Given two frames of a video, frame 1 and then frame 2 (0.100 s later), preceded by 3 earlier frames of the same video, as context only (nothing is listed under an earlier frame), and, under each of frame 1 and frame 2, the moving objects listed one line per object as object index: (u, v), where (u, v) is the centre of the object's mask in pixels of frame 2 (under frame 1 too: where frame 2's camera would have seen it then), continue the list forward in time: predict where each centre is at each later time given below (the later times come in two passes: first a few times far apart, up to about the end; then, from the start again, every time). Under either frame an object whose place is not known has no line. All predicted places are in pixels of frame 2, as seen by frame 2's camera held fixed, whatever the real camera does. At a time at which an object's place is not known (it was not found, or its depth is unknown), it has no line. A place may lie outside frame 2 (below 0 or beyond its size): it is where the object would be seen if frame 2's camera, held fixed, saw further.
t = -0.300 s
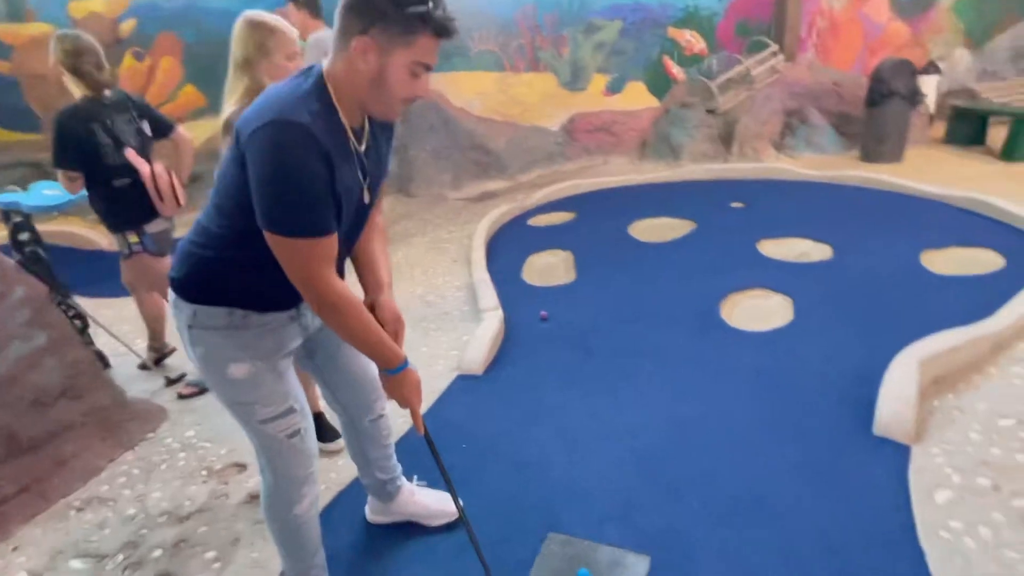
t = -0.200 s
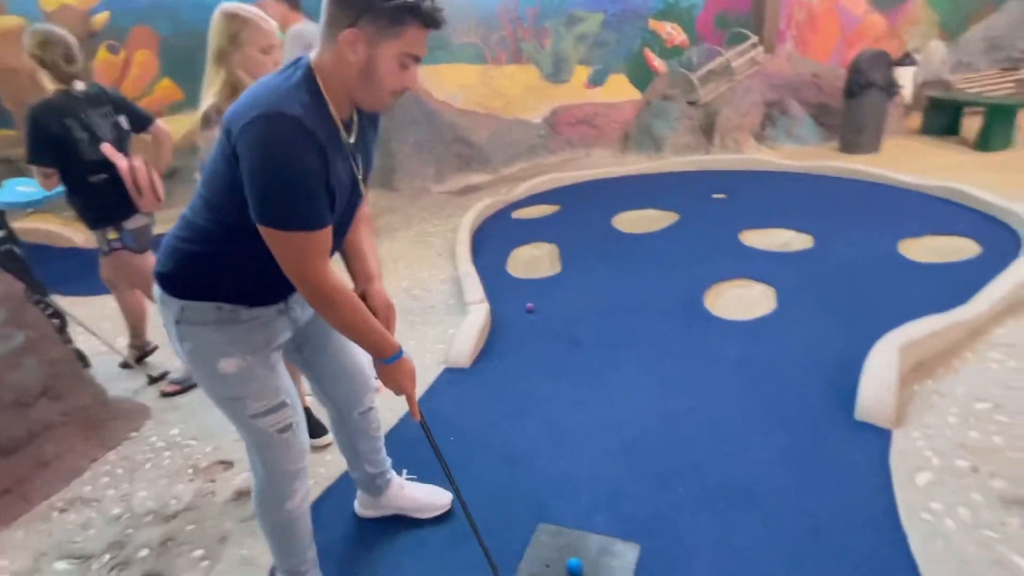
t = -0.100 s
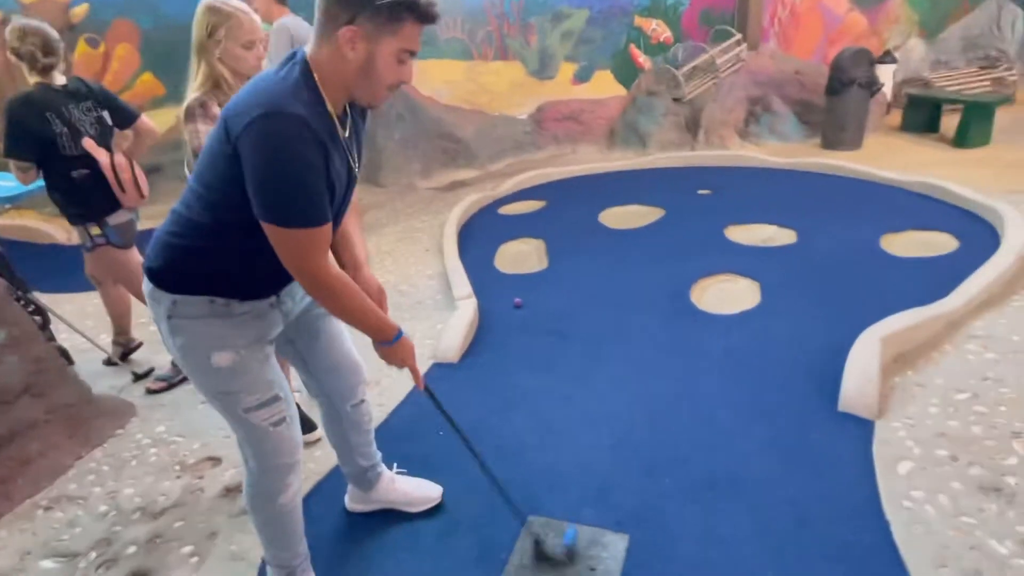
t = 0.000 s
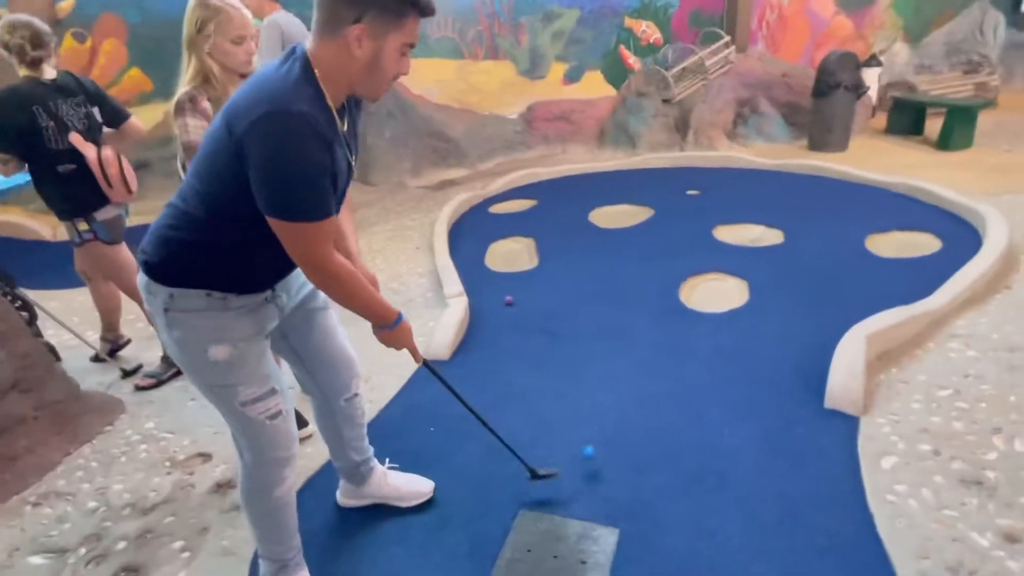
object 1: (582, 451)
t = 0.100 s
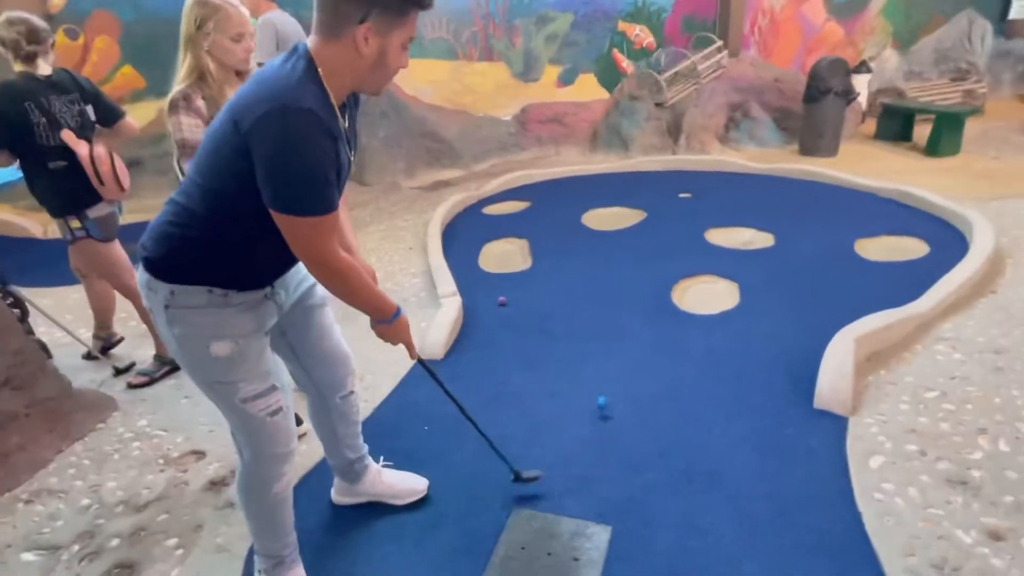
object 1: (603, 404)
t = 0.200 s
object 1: (617, 370)
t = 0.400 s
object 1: (635, 315)
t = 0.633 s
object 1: (649, 275)
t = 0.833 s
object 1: (659, 247)
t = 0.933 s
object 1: (663, 236)
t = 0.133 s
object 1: (608, 390)
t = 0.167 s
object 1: (612, 379)
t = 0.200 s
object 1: (617, 370)
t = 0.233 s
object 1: (621, 358)
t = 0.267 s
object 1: (624, 349)
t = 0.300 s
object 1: (627, 340)
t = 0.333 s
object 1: (630, 333)
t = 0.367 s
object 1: (633, 323)
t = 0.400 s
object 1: (635, 315)
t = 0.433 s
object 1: (638, 310)
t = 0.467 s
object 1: (640, 304)
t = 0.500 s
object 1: (642, 297)
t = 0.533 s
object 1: (644, 291)
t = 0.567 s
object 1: (646, 285)
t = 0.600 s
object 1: (648, 279)
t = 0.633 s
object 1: (649, 275)
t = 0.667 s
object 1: (651, 269)
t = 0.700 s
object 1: (653, 265)
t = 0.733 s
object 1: (655, 260)
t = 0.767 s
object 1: (656, 256)
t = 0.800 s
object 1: (658, 251)
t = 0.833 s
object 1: (659, 247)
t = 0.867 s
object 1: (661, 243)
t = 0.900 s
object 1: (662, 239)
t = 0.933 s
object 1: (663, 236)
